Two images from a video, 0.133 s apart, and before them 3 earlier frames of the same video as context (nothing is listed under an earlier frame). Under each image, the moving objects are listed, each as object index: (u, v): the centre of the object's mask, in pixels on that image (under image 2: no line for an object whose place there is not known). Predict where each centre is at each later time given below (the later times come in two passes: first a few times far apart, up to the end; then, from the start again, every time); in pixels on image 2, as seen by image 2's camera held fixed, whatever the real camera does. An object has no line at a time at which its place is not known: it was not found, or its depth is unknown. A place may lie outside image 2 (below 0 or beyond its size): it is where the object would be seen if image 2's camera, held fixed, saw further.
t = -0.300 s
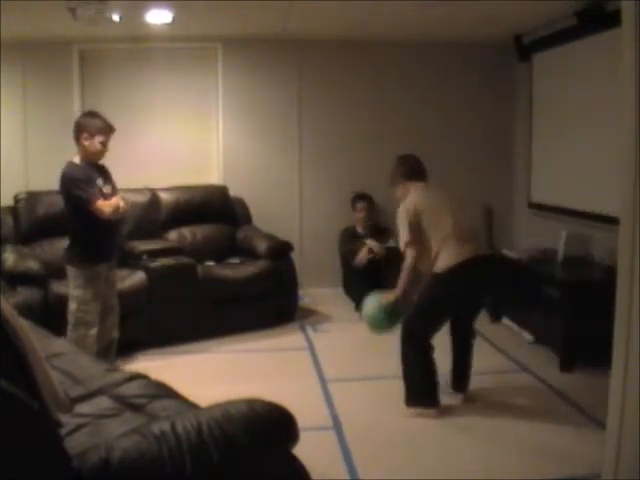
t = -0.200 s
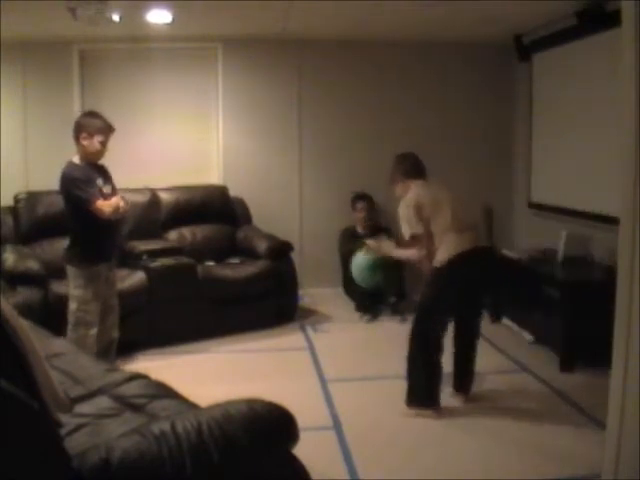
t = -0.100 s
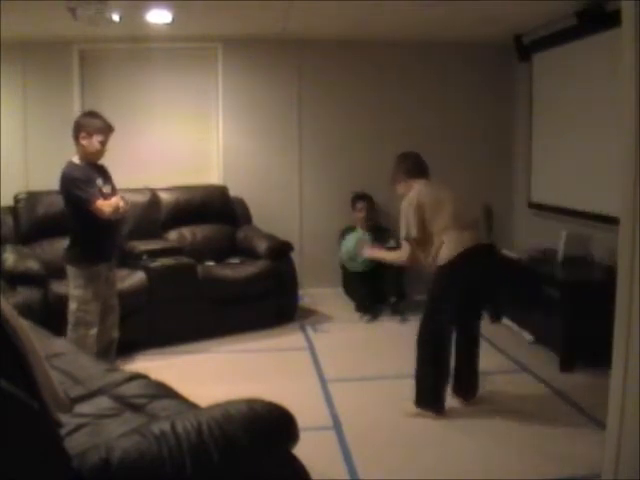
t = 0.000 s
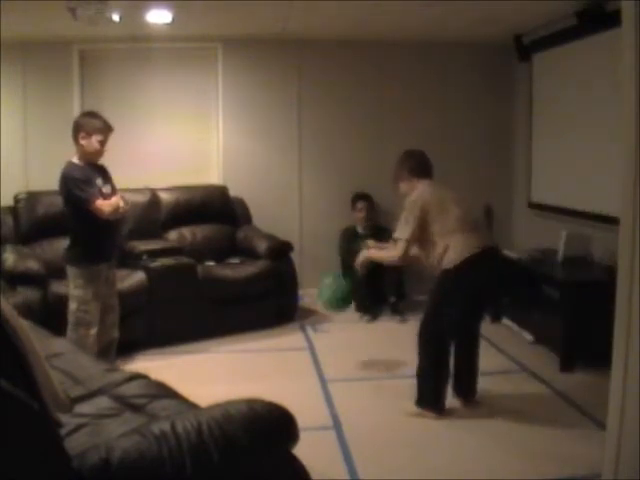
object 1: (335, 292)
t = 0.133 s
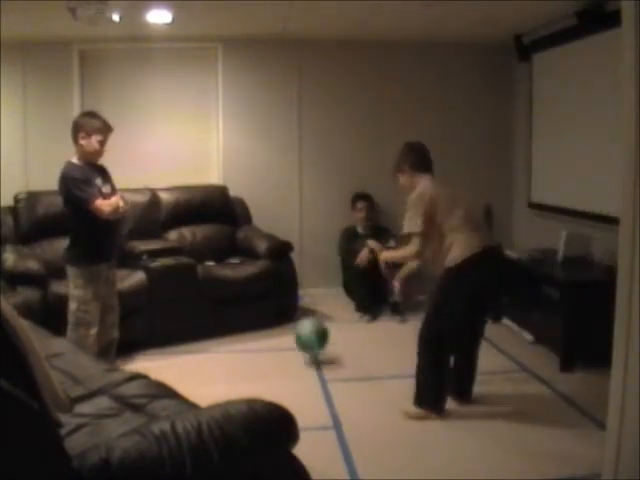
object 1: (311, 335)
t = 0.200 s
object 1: (301, 302)
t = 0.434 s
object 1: (274, 243)
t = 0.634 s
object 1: (252, 252)
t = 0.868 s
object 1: (227, 323)
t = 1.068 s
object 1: (223, 289)
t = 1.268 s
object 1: (227, 321)
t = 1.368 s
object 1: (230, 335)
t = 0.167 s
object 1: (306, 317)
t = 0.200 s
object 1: (301, 302)
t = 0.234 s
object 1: (297, 289)
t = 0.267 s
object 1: (292, 278)
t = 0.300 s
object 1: (289, 267)
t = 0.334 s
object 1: (285, 258)
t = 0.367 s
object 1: (281, 251)
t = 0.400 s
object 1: (276, 246)
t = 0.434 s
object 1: (274, 243)
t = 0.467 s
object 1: (269, 240)
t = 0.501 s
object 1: (265, 240)
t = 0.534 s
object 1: (261, 241)
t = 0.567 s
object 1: (258, 243)
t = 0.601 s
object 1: (255, 247)
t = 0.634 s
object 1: (252, 252)
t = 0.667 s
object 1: (247, 262)
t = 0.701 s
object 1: (242, 273)
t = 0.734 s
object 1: (239, 286)
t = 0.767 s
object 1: (236, 297)
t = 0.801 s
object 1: (233, 312)
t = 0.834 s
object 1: (230, 324)
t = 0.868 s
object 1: (227, 323)
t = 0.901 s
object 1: (225, 311)
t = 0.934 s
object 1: (222, 299)
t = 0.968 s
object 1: (221, 293)
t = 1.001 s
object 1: (221, 290)
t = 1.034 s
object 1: (222, 289)
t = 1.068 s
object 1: (223, 289)
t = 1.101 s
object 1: (224, 289)
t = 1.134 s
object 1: (225, 293)
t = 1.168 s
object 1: (225, 298)
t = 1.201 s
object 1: (226, 304)
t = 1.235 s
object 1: (226, 312)
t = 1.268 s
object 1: (227, 321)
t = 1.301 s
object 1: (228, 332)
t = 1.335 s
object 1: (230, 344)
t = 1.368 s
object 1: (230, 335)
